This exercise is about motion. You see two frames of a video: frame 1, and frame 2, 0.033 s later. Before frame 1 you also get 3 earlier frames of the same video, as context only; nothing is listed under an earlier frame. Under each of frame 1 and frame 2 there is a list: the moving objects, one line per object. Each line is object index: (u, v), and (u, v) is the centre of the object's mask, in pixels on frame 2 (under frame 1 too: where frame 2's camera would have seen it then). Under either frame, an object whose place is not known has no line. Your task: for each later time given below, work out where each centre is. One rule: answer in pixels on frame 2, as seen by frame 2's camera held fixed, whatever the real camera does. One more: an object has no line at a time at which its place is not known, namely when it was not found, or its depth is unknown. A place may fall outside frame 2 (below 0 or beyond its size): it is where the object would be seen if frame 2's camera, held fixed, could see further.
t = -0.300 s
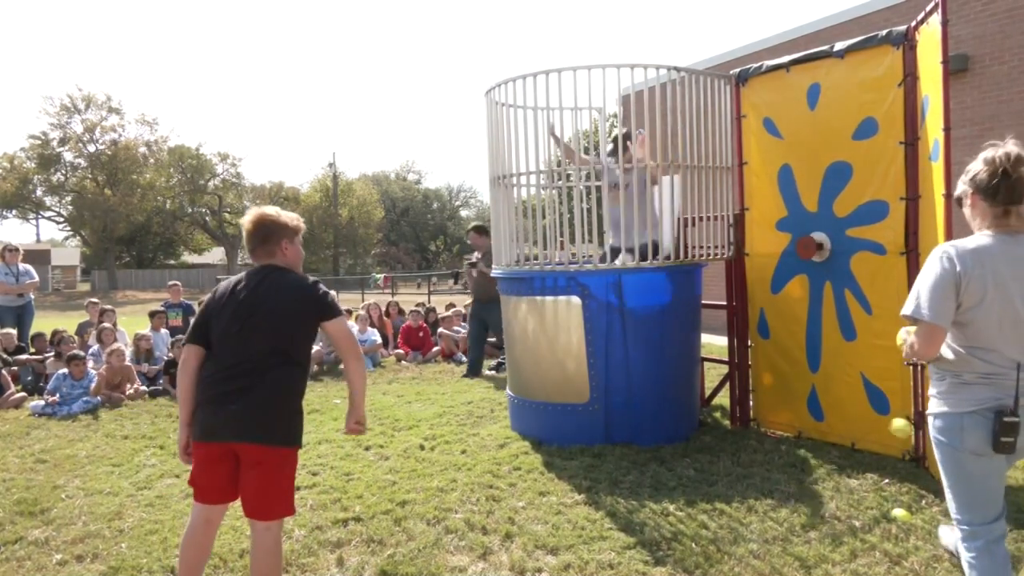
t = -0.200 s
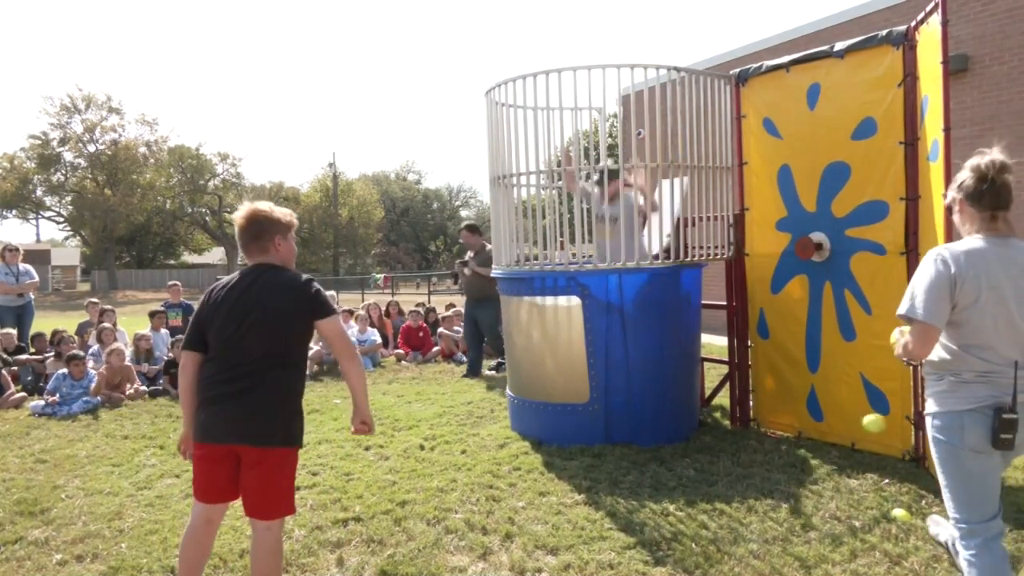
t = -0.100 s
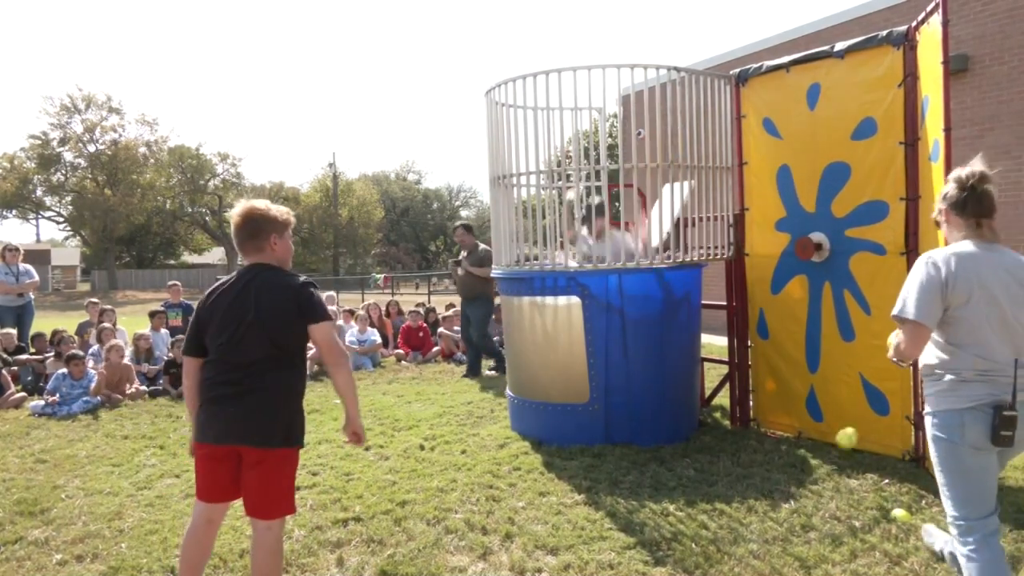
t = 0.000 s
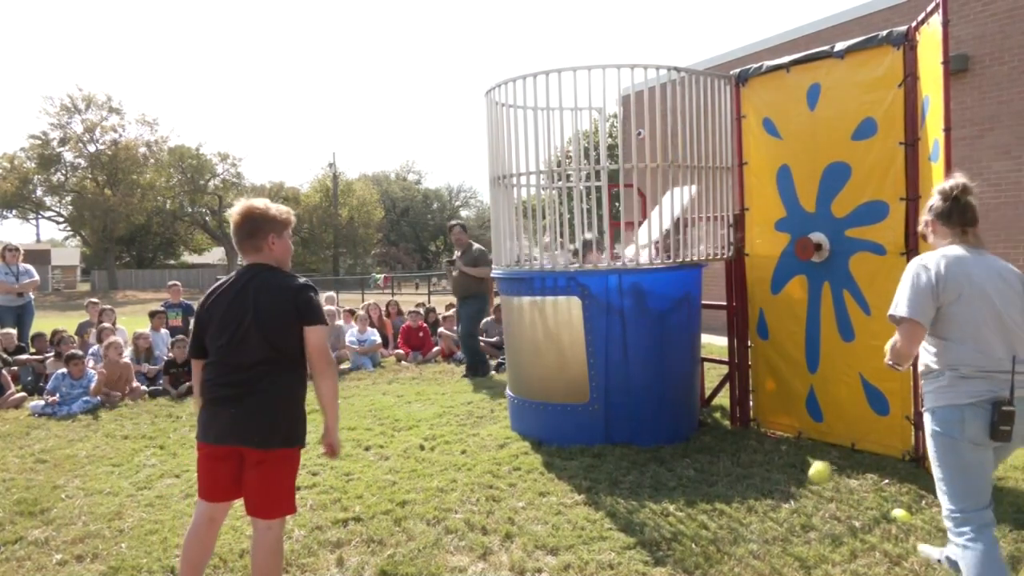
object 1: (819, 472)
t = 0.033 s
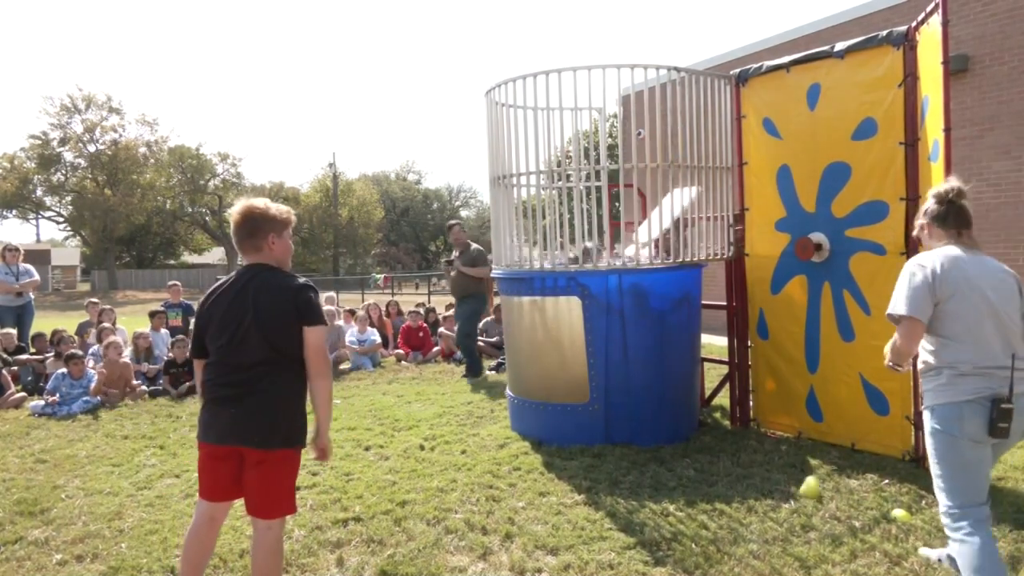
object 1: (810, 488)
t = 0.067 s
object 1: (802, 497)
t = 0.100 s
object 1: (801, 494)
